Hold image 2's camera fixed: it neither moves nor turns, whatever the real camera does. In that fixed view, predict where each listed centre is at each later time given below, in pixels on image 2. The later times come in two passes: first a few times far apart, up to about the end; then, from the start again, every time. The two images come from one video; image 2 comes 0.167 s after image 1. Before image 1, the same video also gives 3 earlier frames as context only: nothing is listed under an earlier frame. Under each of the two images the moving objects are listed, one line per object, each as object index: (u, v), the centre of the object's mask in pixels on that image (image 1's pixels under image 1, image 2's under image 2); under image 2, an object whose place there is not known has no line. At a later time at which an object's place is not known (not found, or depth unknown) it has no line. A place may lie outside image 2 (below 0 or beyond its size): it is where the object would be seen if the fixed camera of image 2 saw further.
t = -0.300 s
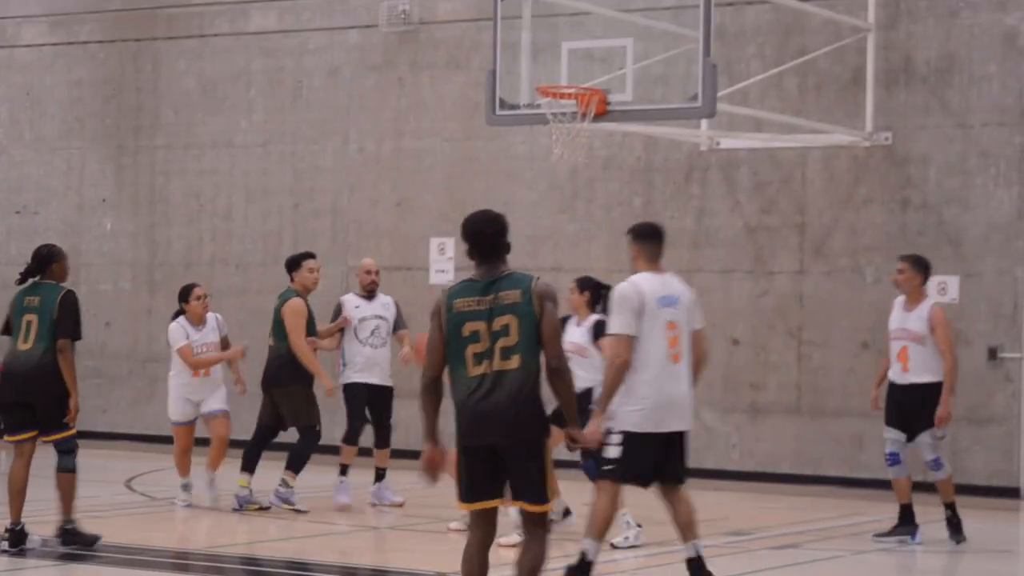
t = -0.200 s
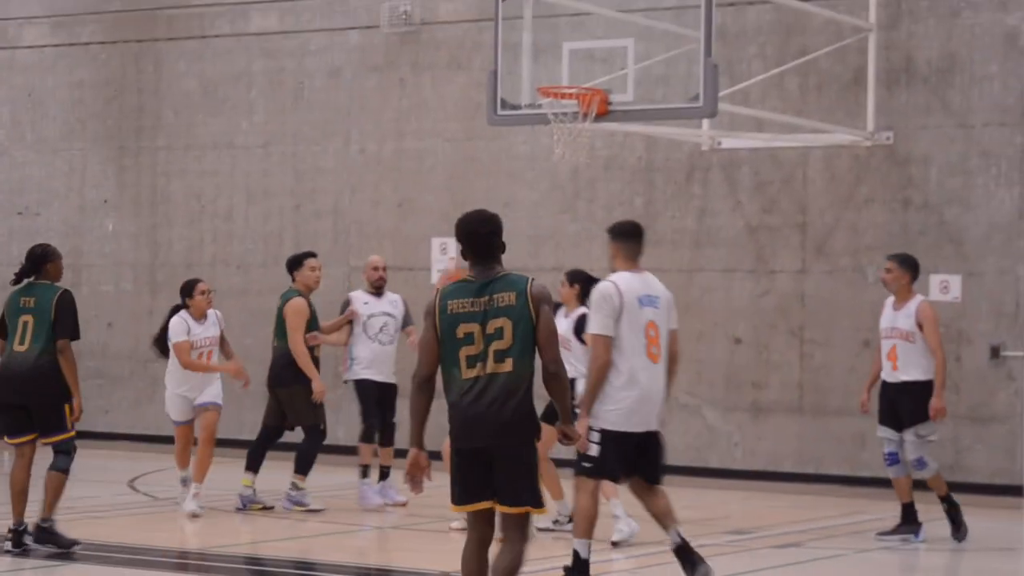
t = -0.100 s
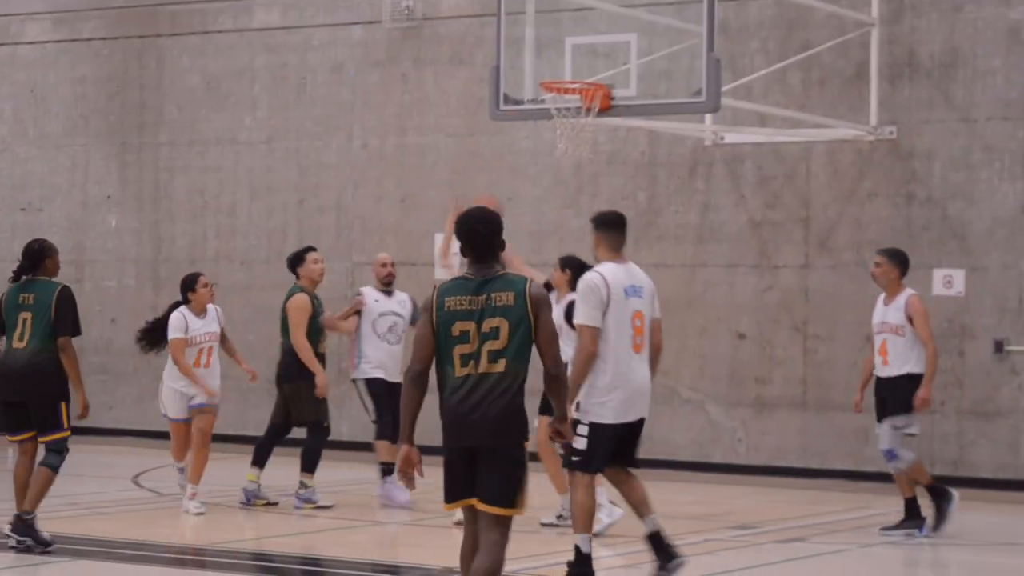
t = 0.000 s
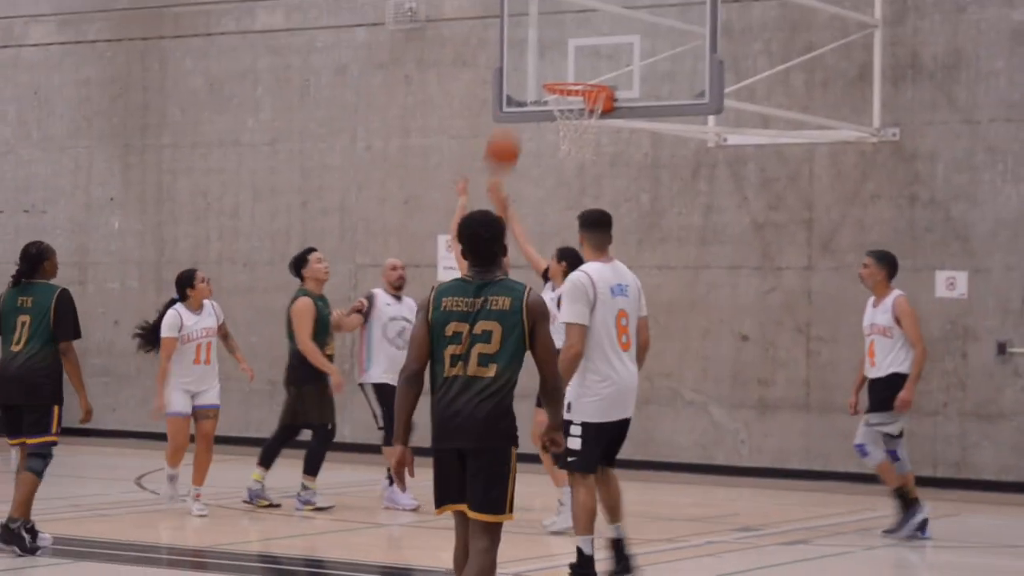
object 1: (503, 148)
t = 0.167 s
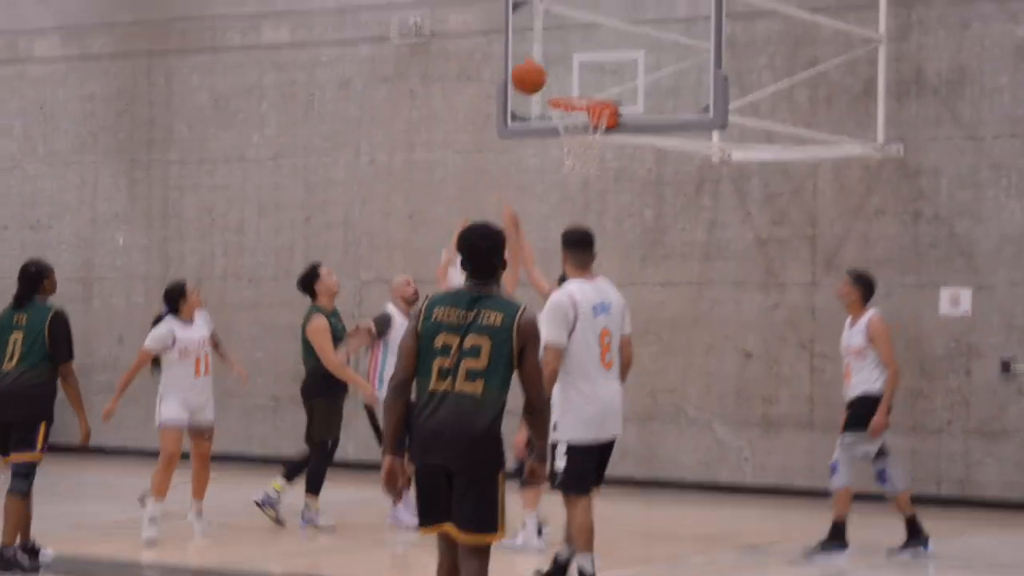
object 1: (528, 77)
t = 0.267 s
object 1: (541, 37)
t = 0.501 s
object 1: (567, 24)
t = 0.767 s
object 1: (593, 88)
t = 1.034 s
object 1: (570, 121)
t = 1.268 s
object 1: (592, 152)
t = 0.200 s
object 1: (532, 64)
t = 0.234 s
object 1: (536, 52)
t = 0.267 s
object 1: (541, 37)
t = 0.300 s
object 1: (545, 29)
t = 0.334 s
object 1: (548, 25)
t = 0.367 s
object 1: (553, 24)
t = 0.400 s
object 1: (556, 22)
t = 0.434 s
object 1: (559, 21)
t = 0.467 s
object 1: (563, 22)
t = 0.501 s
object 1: (567, 24)
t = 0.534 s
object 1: (570, 27)
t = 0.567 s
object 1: (574, 32)
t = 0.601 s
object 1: (577, 38)
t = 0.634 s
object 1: (580, 45)
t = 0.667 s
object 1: (584, 55)
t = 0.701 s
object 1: (587, 66)
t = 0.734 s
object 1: (590, 77)
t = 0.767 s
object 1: (593, 88)
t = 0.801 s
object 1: (591, 92)
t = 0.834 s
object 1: (580, 93)
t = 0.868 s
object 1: (569, 106)
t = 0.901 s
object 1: (565, 109)
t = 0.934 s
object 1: (564, 113)
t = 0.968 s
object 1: (565, 116)
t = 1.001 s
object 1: (567, 117)
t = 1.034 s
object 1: (570, 121)
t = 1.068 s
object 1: (575, 123)
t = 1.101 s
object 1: (578, 122)
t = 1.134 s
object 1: (581, 131)
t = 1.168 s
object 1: (584, 136)
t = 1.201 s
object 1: (587, 139)
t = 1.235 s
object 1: (590, 145)
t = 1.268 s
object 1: (592, 152)
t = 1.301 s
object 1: (593, 160)
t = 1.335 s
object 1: (596, 169)
